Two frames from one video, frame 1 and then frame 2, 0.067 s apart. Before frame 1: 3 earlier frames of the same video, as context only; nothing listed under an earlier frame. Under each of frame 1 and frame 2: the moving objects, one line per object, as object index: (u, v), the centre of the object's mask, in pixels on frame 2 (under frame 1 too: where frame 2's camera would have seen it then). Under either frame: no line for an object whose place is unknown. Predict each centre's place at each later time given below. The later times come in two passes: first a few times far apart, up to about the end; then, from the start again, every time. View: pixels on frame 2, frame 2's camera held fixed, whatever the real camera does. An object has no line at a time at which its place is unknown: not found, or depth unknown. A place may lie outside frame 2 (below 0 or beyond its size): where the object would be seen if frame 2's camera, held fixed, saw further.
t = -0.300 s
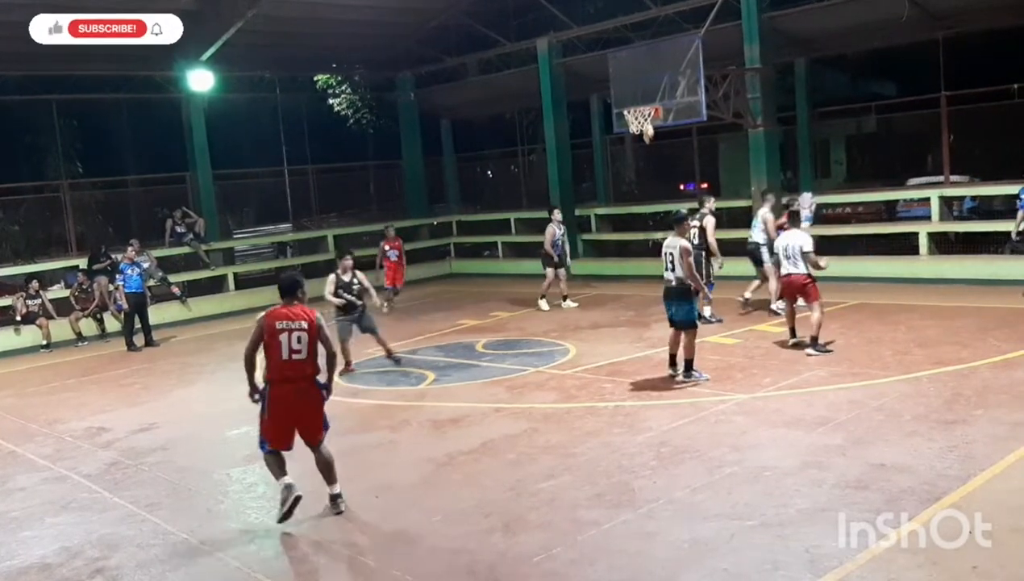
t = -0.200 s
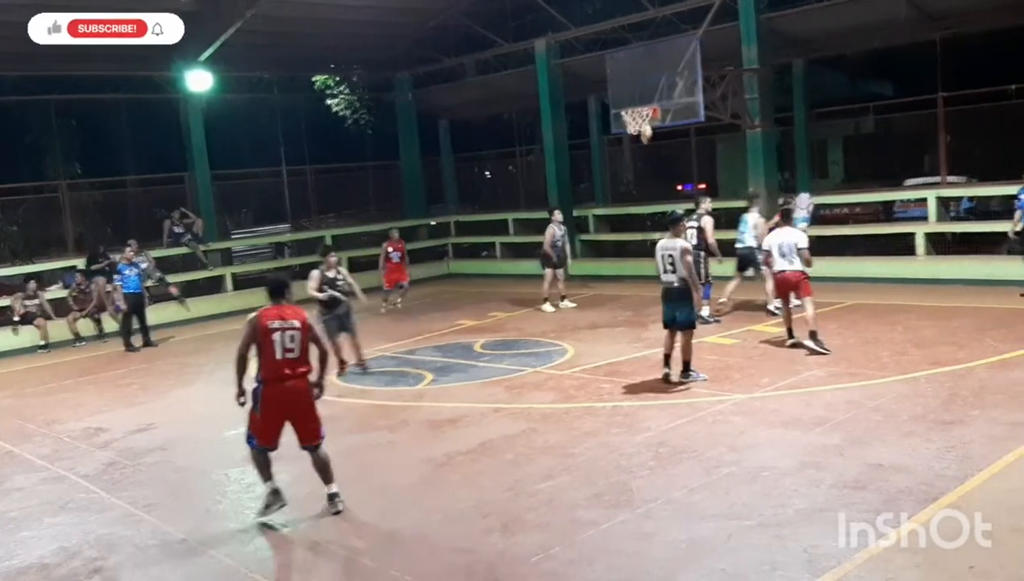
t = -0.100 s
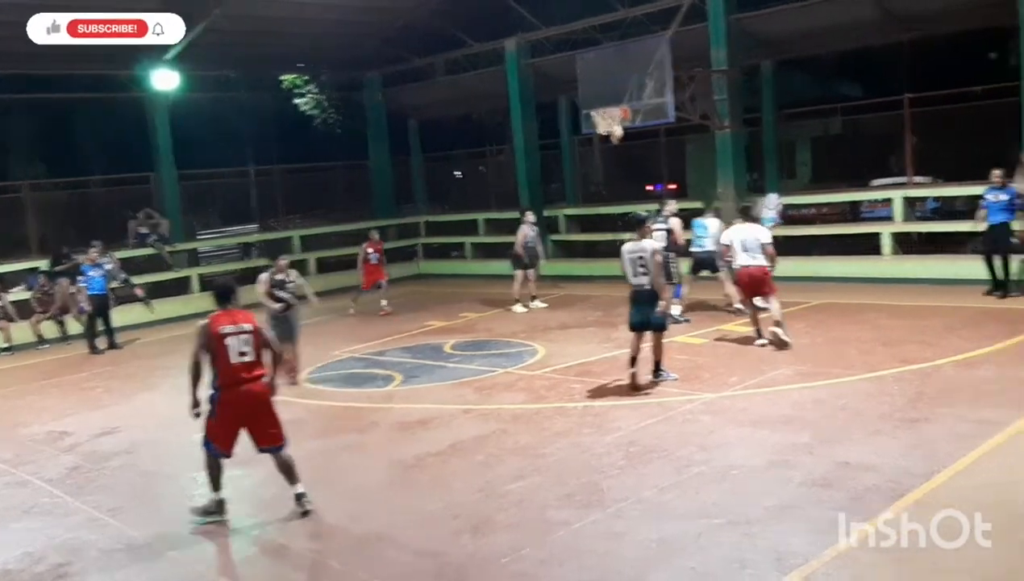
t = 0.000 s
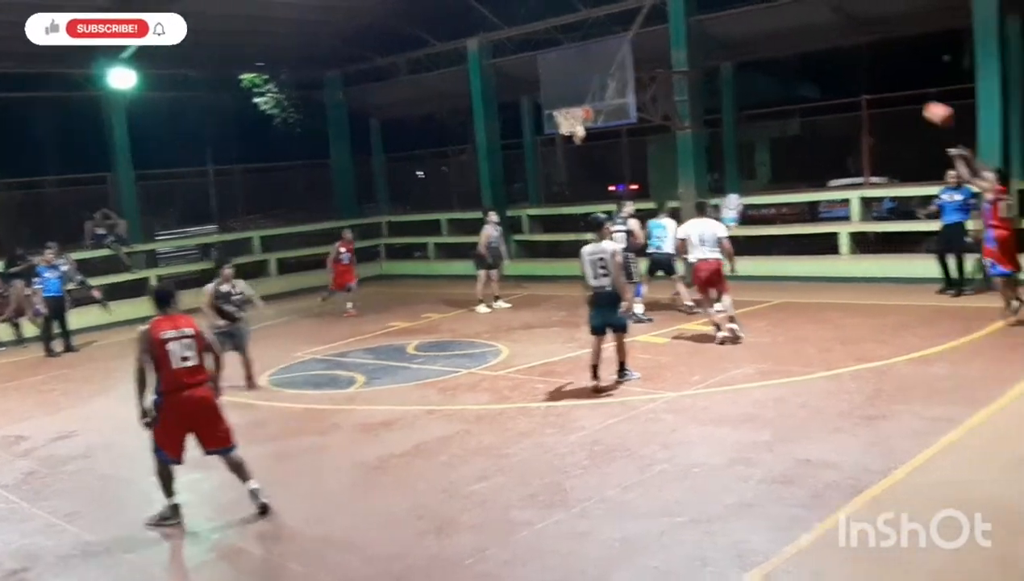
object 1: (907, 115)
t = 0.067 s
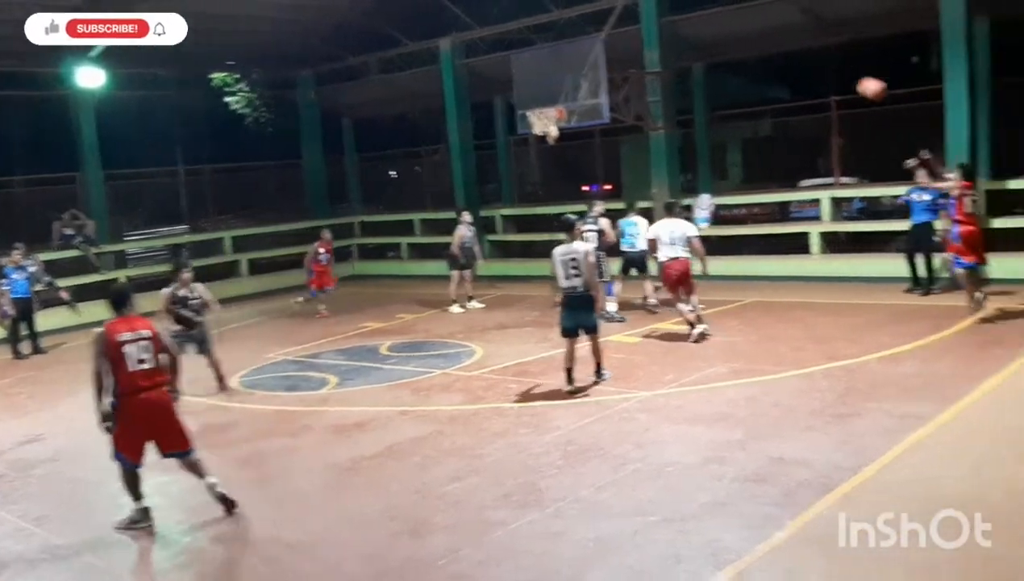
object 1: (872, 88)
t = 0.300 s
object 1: (762, 32)
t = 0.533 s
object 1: (670, 20)
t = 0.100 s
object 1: (854, 76)
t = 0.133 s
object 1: (838, 66)
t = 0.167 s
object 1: (822, 58)
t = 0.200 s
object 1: (807, 49)
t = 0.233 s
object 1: (792, 43)
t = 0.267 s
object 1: (776, 36)
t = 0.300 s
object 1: (762, 32)
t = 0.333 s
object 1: (748, 28)
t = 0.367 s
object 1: (734, 24)
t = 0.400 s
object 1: (721, 22)
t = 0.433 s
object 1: (708, 20)
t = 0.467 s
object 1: (695, 19)
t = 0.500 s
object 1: (683, 20)
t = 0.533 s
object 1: (670, 20)
